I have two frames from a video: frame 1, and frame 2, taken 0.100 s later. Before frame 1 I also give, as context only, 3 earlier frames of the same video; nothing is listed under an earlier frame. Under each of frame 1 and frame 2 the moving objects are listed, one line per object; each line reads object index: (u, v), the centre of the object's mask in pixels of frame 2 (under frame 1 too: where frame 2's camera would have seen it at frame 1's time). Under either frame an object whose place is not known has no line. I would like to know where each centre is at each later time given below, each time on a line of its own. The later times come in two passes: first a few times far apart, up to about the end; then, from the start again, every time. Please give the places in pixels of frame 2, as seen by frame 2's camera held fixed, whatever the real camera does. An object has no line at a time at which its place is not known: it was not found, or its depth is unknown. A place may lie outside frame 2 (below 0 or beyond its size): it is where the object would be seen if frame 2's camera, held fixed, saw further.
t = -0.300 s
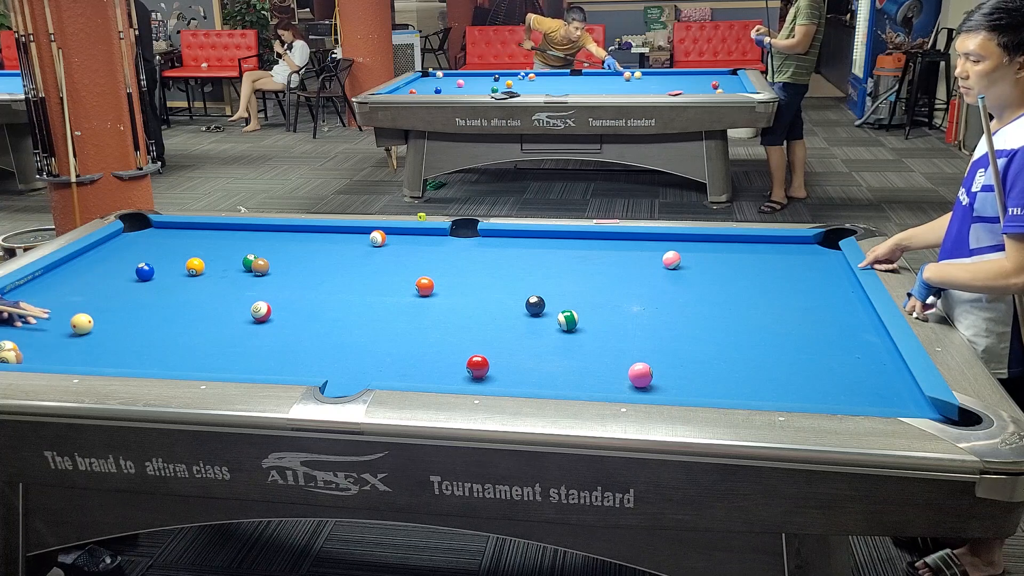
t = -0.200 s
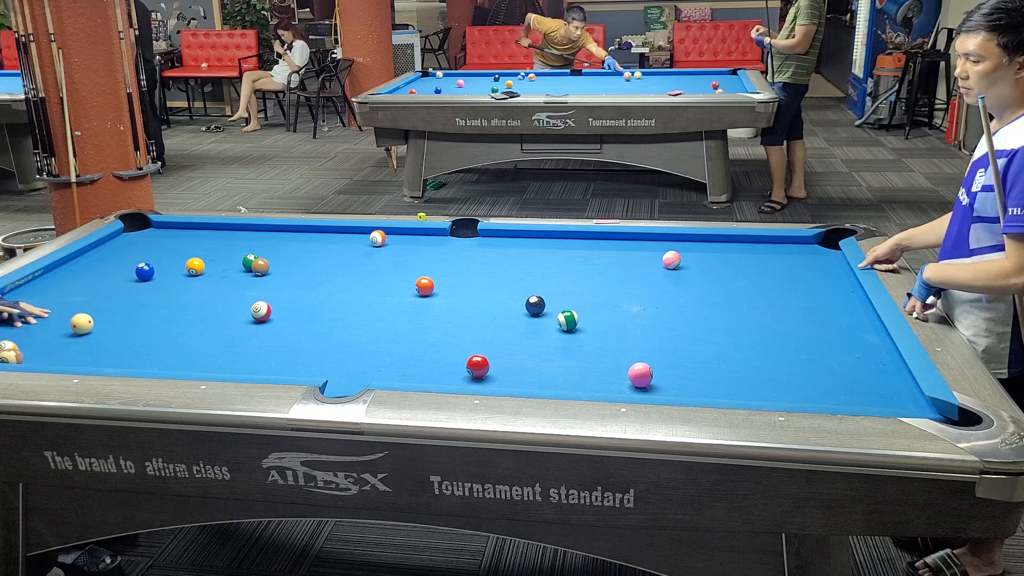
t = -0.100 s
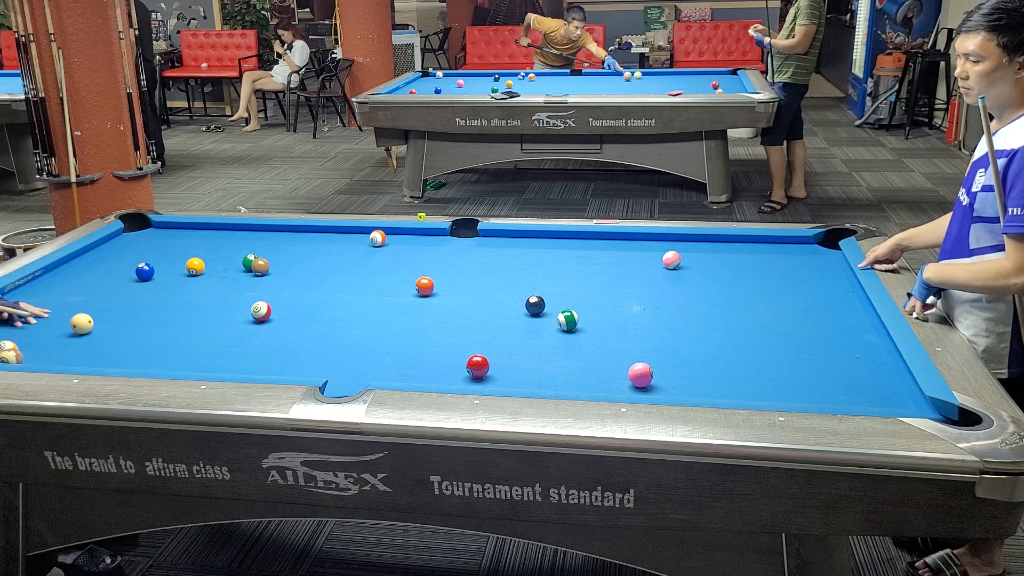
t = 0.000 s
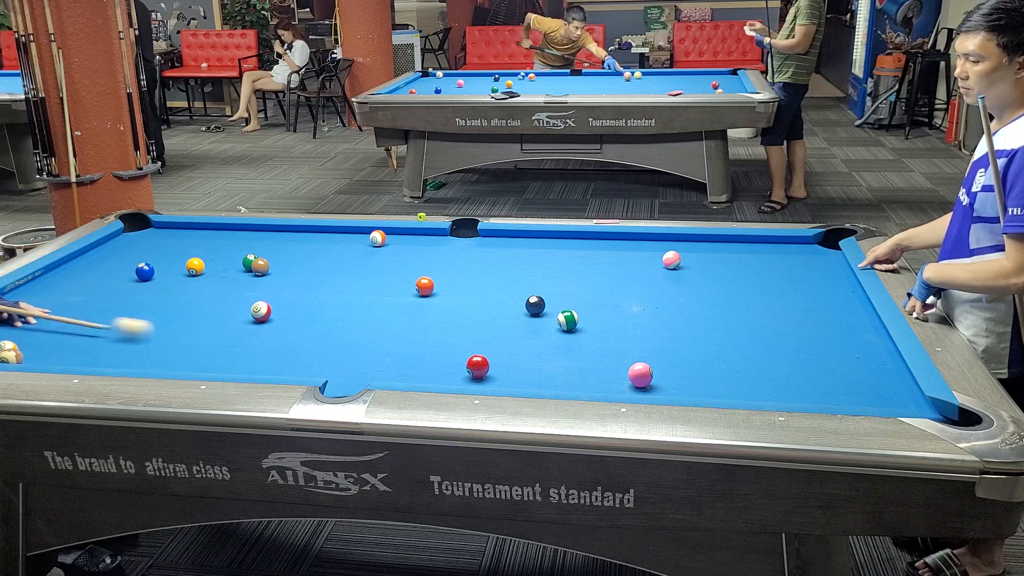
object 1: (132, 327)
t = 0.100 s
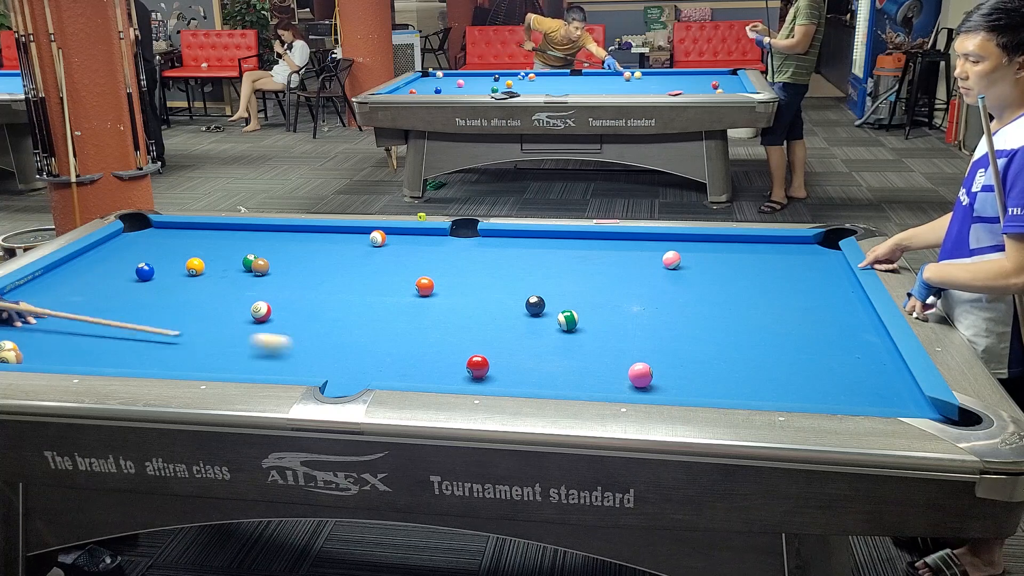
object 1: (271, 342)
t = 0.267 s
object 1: (455, 369)
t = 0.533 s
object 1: (481, 378)
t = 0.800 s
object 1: (503, 371)
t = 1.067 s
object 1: (522, 362)
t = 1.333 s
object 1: (539, 354)
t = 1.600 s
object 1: (554, 347)
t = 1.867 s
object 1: (567, 341)
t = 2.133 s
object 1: (578, 336)
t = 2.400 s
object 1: (587, 332)
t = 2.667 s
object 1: (595, 328)
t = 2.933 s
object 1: (601, 325)
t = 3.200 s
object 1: (606, 322)
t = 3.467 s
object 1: (608, 321)
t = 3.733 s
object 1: (610, 319)
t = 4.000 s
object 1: (611, 319)
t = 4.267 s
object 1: (611, 319)
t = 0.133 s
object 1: (318, 347)
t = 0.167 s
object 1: (366, 352)
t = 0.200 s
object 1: (414, 357)
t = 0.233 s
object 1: (454, 365)
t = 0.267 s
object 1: (455, 369)
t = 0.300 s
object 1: (456, 371)
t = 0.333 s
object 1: (459, 375)
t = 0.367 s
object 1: (463, 377)
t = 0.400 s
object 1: (467, 378)
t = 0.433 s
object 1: (471, 380)
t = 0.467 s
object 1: (475, 379)
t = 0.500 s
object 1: (478, 379)
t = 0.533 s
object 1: (481, 378)
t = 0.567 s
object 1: (484, 377)
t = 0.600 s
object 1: (486, 377)
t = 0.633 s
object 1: (489, 376)
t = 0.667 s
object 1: (492, 375)
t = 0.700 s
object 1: (495, 374)
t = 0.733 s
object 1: (497, 373)
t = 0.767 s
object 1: (500, 372)
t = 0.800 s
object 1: (503, 371)
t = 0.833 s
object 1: (505, 370)
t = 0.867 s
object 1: (508, 369)
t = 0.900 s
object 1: (510, 367)
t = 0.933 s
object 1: (513, 366)
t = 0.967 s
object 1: (515, 365)
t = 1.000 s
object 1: (517, 364)
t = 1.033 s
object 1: (520, 363)
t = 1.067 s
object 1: (522, 362)
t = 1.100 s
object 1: (524, 361)
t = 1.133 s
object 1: (526, 360)
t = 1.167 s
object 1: (529, 359)
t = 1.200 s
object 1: (531, 358)
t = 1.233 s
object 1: (533, 357)
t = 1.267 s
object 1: (535, 356)
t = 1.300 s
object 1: (537, 355)
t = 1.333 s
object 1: (539, 354)
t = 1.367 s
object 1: (541, 353)
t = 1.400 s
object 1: (543, 352)
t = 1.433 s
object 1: (545, 351)
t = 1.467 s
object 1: (546, 351)
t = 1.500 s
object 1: (548, 350)
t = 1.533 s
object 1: (550, 349)
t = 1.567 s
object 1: (552, 348)
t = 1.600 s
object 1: (554, 347)
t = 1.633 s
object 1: (555, 347)
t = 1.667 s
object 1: (557, 346)
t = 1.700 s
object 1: (559, 345)
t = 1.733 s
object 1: (560, 344)
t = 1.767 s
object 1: (562, 343)
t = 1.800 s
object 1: (564, 342)
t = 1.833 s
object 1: (565, 342)
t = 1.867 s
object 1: (567, 341)
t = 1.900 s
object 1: (568, 341)
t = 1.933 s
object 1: (570, 340)
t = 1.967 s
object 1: (571, 339)
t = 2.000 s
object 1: (573, 338)
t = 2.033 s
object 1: (574, 338)
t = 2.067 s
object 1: (575, 337)
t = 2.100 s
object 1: (577, 337)
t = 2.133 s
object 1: (578, 336)
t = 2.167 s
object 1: (579, 336)
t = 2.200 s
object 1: (580, 335)
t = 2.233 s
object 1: (581, 334)
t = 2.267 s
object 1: (583, 334)
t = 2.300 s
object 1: (584, 333)
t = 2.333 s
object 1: (585, 333)
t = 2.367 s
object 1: (586, 332)
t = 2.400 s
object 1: (587, 332)
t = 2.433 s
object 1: (588, 331)
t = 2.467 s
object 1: (589, 331)
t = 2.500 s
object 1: (590, 330)
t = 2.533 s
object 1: (591, 330)
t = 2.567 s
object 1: (592, 329)
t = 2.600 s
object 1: (593, 329)
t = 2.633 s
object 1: (594, 328)
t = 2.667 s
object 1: (595, 328)
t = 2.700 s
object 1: (596, 327)
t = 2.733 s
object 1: (597, 327)
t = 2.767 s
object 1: (597, 327)
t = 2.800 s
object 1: (598, 326)
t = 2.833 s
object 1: (599, 326)
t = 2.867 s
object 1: (600, 326)
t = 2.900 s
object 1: (601, 325)
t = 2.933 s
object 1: (601, 325)
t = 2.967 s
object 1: (602, 325)
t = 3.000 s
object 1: (602, 324)
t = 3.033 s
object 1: (603, 324)
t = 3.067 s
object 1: (603, 324)
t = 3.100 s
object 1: (604, 323)
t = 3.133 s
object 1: (604, 323)
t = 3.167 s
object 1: (605, 322)
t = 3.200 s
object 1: (606, 322)
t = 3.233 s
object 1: (606, 322)
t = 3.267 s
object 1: (606, 322)
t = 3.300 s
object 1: (607, 322)
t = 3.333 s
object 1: (607, 322)
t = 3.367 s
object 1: (608, 321)
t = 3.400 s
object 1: (608, 321)
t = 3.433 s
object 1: (608, 321)
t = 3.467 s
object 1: (608, 321)
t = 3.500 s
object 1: (609, 321)
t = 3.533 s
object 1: (609, 320)
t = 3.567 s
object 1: (609, 320)
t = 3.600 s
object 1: (609, 320)
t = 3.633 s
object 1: (609, 320)
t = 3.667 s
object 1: (610, 320)
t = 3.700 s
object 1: (610, 320)
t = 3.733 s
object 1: (610, 319)
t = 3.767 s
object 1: (610, 320)
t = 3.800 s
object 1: (610, 320)
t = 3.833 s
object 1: (610, 319)
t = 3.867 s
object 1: (611, 319)
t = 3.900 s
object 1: (611, 319)
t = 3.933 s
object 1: (611, 319)
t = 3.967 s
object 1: (611, 319)
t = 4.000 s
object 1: (611, 319)
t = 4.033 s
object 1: (611, 319)
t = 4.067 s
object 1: (611, 319)
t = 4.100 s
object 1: (611, 319)
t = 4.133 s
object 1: (611, 319)
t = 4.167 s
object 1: (611, 319)
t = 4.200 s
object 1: (611, 319)
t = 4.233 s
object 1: (611, 319)
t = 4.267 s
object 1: (611, 319)
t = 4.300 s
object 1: (611, 319)
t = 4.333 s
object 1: (611, 319)
